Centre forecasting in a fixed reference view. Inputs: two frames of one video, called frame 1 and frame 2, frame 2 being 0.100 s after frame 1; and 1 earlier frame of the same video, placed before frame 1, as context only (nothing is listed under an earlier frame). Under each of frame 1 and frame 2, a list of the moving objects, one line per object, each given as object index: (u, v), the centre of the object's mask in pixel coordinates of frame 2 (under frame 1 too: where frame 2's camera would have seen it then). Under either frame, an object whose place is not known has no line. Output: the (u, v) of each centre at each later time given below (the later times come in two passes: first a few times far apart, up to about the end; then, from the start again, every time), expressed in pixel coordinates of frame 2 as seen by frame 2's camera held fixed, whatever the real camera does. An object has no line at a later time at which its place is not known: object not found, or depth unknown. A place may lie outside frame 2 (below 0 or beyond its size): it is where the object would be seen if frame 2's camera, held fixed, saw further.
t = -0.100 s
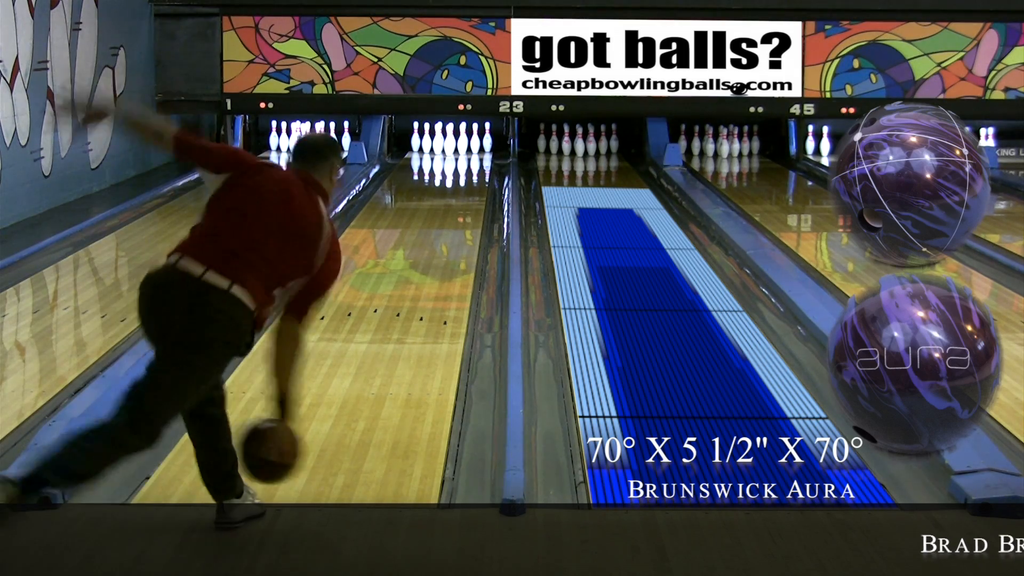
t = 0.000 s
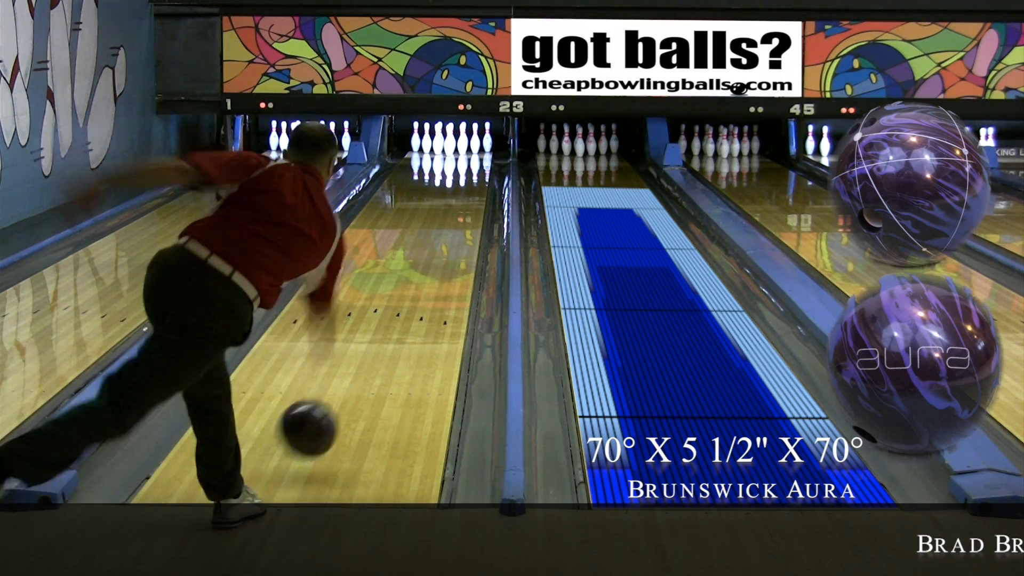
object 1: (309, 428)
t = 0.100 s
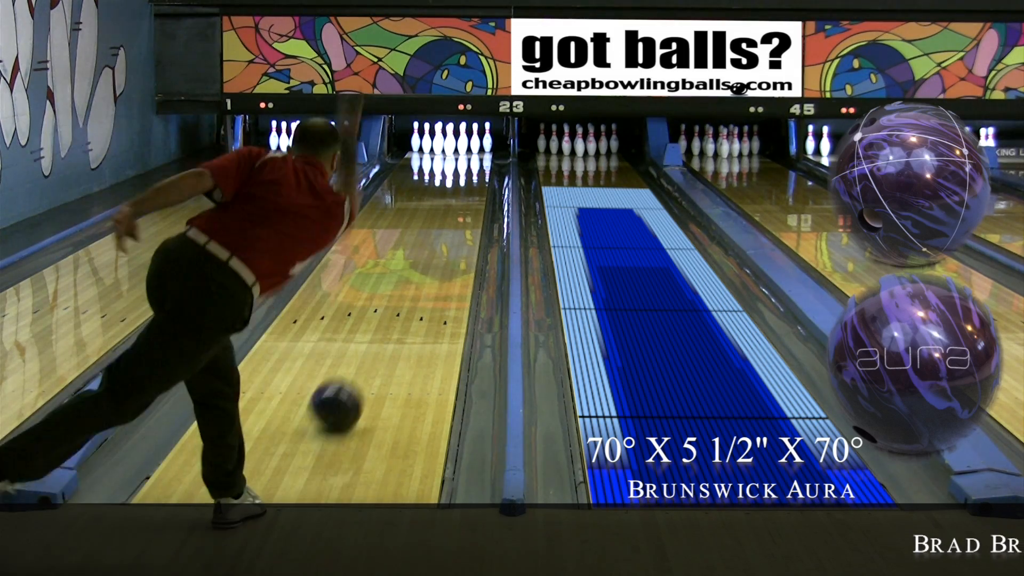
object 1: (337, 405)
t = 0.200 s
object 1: (359, 372)
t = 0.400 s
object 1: (393, 319)
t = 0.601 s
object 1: (418, 280)
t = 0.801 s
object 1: (436, 250)
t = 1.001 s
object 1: (451, 227)
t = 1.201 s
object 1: (461, 207)
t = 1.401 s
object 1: (469, 192)
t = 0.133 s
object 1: (345, 394)
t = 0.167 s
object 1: (352, 382)
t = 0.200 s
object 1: (359, 372)
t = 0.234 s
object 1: (365, 362)
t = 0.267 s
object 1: (372, 352)
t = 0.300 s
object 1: (378, 343)
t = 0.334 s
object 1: (383, 334)
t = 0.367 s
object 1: (388, 326)
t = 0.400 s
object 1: (393, 319)
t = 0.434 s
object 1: (398, 312)
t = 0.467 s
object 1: (402, 305)
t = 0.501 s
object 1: (407, 298)
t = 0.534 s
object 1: (410, 292)
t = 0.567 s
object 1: (414, 286)
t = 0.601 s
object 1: (418, 280)
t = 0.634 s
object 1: (422, 274)
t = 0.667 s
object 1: (425, 269)
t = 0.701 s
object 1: (428, 264)
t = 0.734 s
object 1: (431, 259)
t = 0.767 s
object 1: (434, 254)
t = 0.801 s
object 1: (436, 250)
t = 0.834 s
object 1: (439, 246)
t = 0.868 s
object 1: (442, 242)
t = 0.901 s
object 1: (444, 237)
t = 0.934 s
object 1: (446, 234)
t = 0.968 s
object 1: (449, 230)
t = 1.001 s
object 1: (451, 227)
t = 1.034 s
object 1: (453, 223)
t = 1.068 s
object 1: (454, 220)
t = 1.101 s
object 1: (456, 216)
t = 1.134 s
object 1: (458, 213)
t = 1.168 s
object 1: (460, 210)
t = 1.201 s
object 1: (461, 207)
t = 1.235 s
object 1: (462, 205)
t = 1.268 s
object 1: (464, 202)
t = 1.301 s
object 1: (465, 199)
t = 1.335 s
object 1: (467, 197)
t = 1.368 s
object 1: (468, 194)
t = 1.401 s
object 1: (469, 192)
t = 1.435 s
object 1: (470, 189)
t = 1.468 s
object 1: (471, 188)
